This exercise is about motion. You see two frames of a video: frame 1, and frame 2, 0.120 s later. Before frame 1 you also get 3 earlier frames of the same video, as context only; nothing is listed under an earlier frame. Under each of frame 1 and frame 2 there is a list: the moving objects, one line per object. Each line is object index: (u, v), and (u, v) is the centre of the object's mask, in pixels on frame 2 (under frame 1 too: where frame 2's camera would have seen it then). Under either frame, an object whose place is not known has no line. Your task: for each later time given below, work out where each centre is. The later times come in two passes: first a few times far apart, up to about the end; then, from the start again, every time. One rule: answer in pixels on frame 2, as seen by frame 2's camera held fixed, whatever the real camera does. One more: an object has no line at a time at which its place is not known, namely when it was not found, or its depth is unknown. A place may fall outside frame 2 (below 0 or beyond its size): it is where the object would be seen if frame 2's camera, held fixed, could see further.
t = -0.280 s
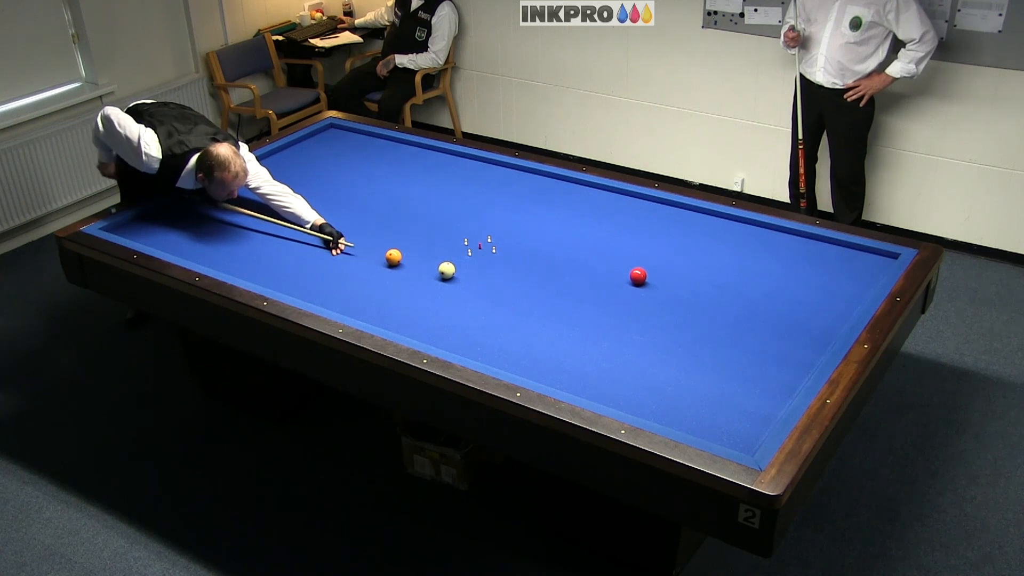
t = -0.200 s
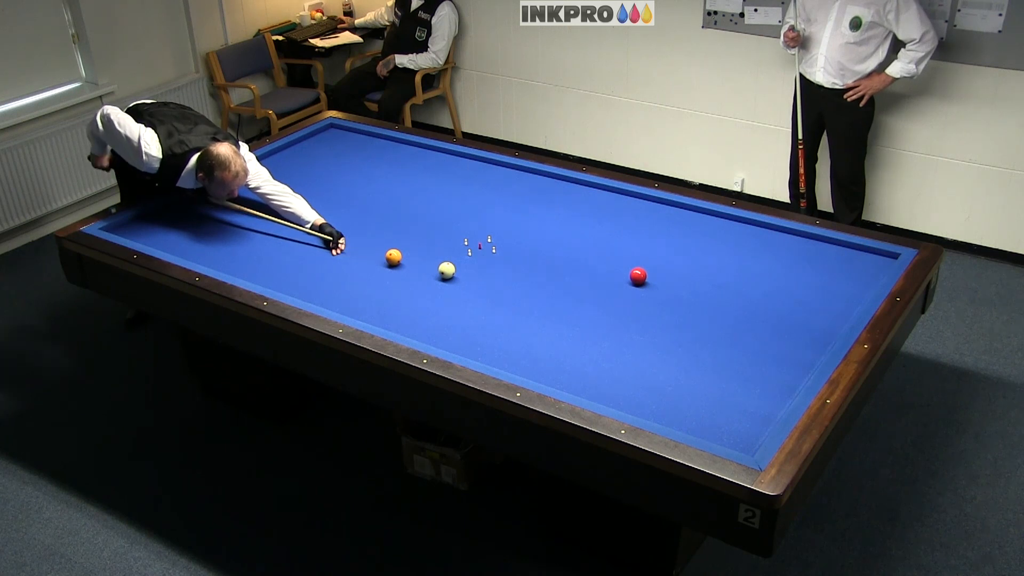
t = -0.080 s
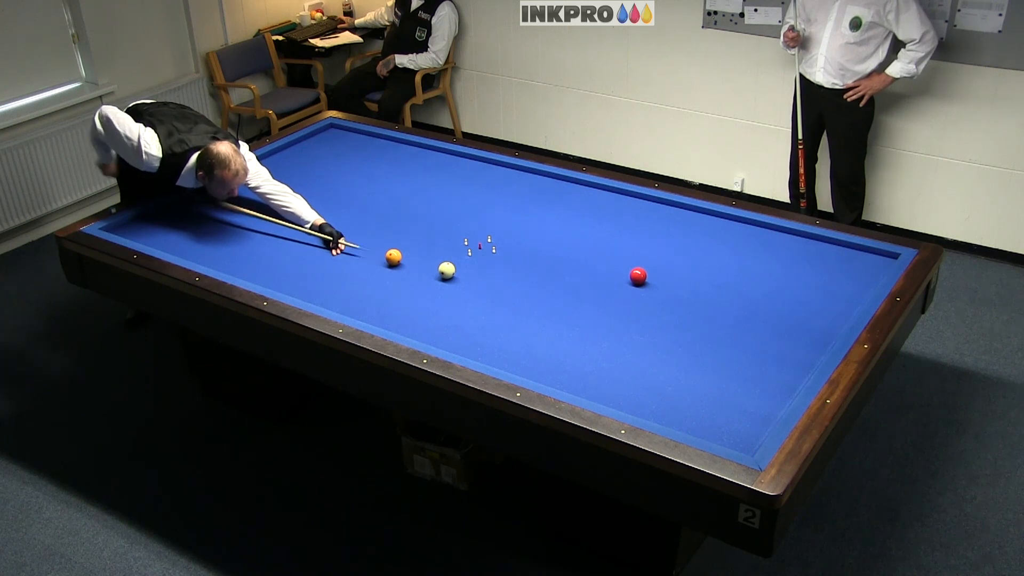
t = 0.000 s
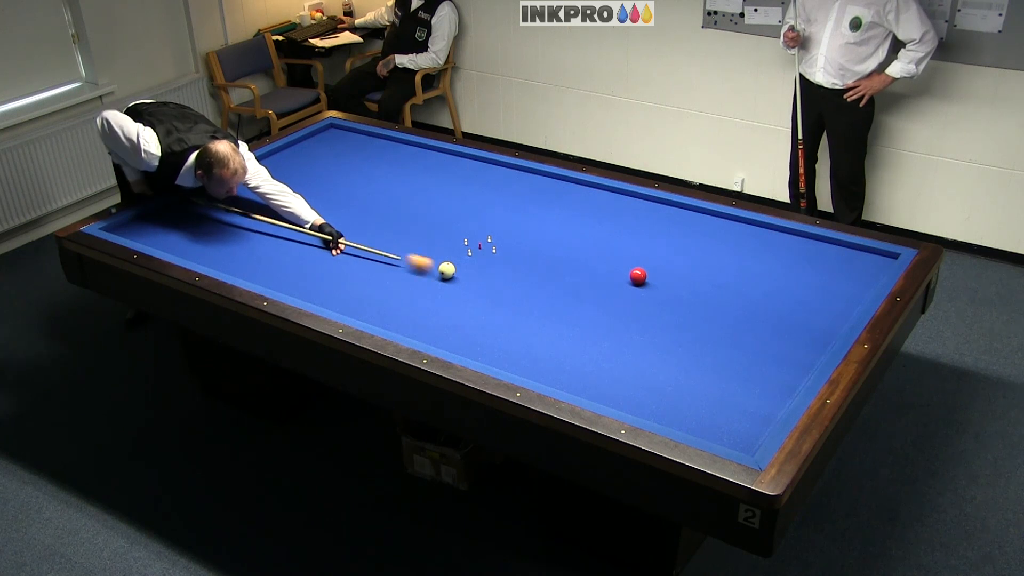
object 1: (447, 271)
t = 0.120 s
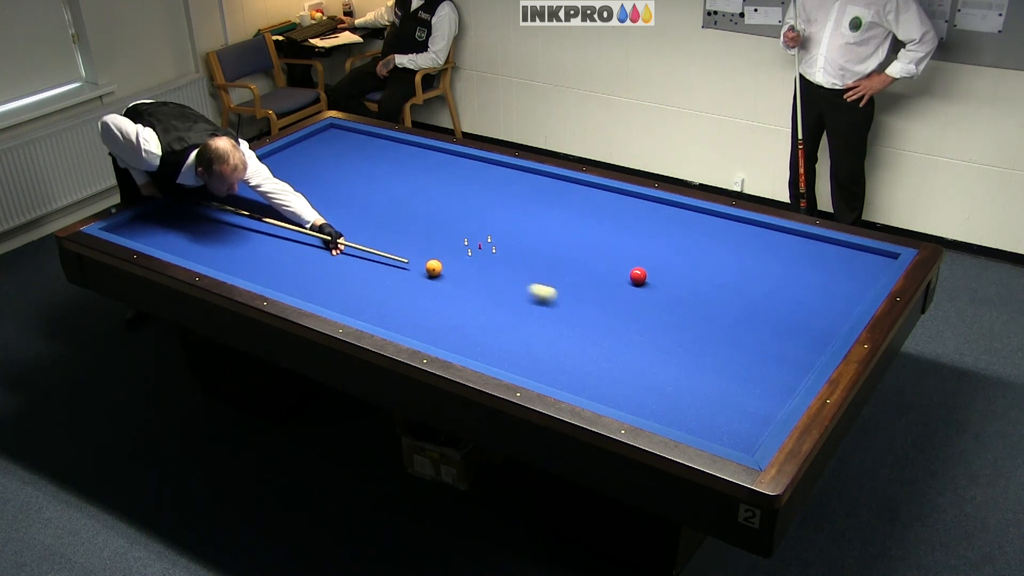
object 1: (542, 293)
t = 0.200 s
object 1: (616, 311)
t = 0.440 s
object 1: (800, 354)
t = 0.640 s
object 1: (679, 315)
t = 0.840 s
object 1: (593, 286)
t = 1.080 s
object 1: (508, 256)
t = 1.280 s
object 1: (445, 234)
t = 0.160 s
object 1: (579, 302)
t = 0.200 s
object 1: (616, 311)
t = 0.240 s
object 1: (654, 320)
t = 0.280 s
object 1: (691, 329)
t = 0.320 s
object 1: (729, 338)
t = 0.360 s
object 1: (766, 348)
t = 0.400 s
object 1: (804, 356)
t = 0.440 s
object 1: (800, 354)
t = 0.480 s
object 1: (773, 346)
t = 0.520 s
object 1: (748, 337)
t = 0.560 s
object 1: (723, 330)
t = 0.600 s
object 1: (701, 322)
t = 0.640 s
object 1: (679, 315)
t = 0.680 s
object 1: (660, 308)
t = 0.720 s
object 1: (642, 302)
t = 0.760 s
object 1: (624, 296)
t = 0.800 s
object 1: (608, 291)
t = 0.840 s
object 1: (593, 286)
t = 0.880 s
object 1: (578, 280)
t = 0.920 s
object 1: (564, 276)
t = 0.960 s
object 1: (549, 271)
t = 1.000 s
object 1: (535, 266)
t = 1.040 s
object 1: (522, 261)
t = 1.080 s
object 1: (508, 256)
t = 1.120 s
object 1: (495, 252)
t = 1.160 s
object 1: (482, 247)
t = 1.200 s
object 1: (469, 242)
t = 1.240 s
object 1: (457, 239)
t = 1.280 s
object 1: (445, 234)
